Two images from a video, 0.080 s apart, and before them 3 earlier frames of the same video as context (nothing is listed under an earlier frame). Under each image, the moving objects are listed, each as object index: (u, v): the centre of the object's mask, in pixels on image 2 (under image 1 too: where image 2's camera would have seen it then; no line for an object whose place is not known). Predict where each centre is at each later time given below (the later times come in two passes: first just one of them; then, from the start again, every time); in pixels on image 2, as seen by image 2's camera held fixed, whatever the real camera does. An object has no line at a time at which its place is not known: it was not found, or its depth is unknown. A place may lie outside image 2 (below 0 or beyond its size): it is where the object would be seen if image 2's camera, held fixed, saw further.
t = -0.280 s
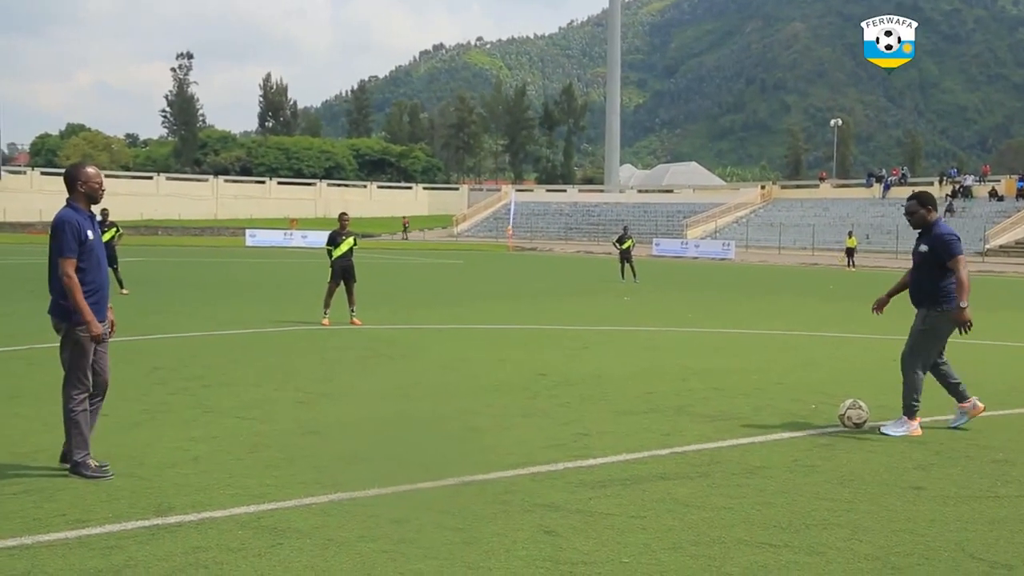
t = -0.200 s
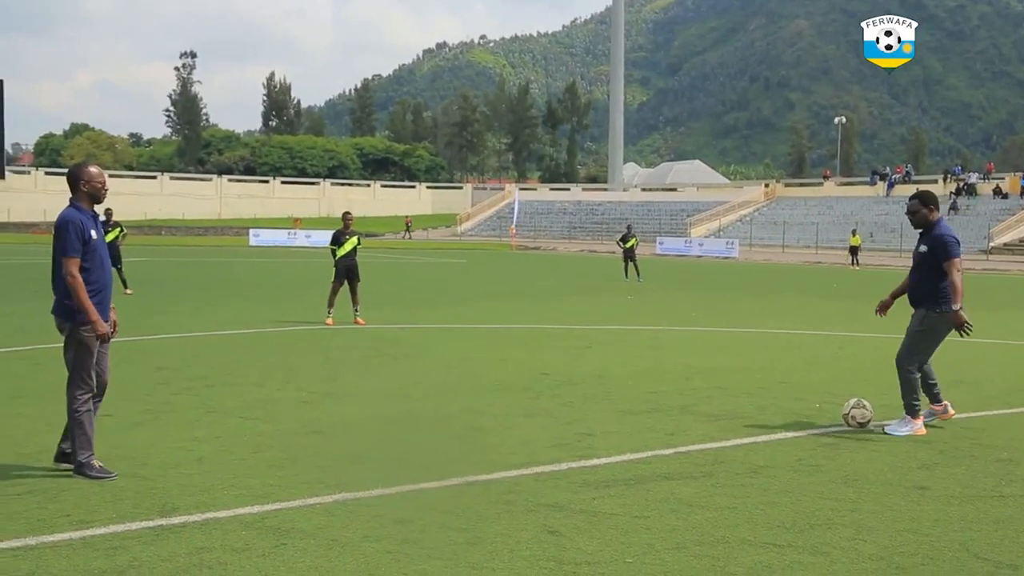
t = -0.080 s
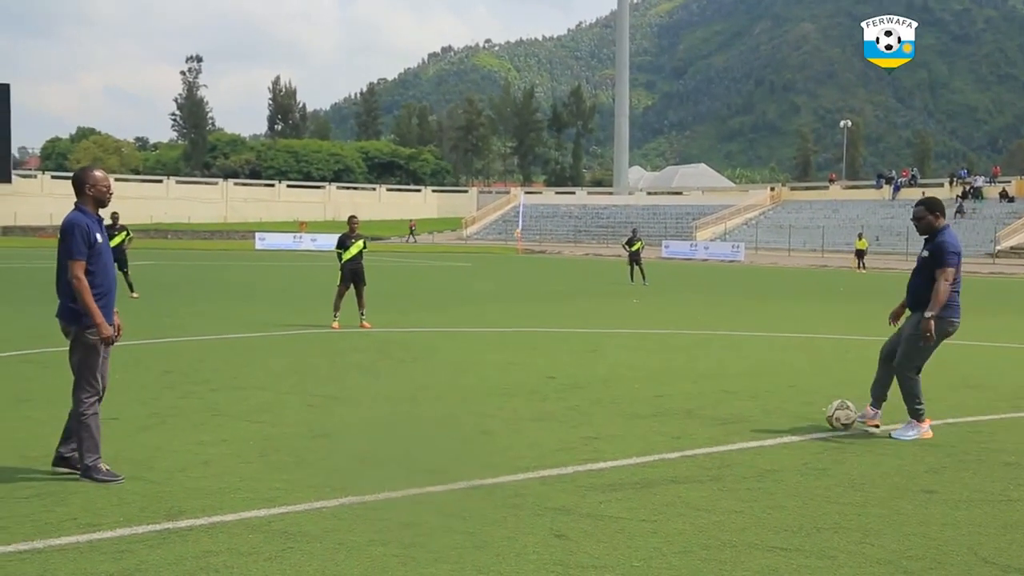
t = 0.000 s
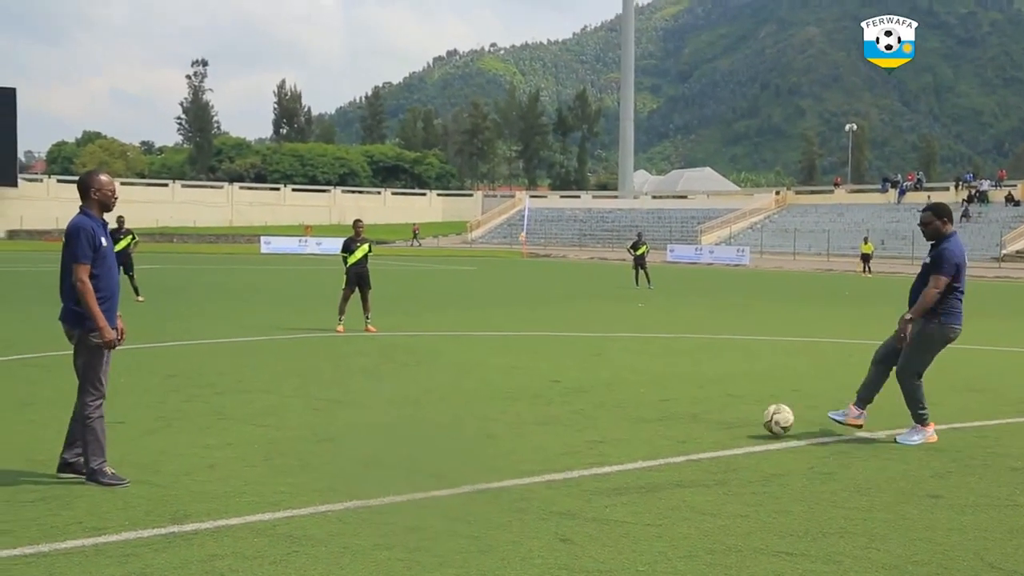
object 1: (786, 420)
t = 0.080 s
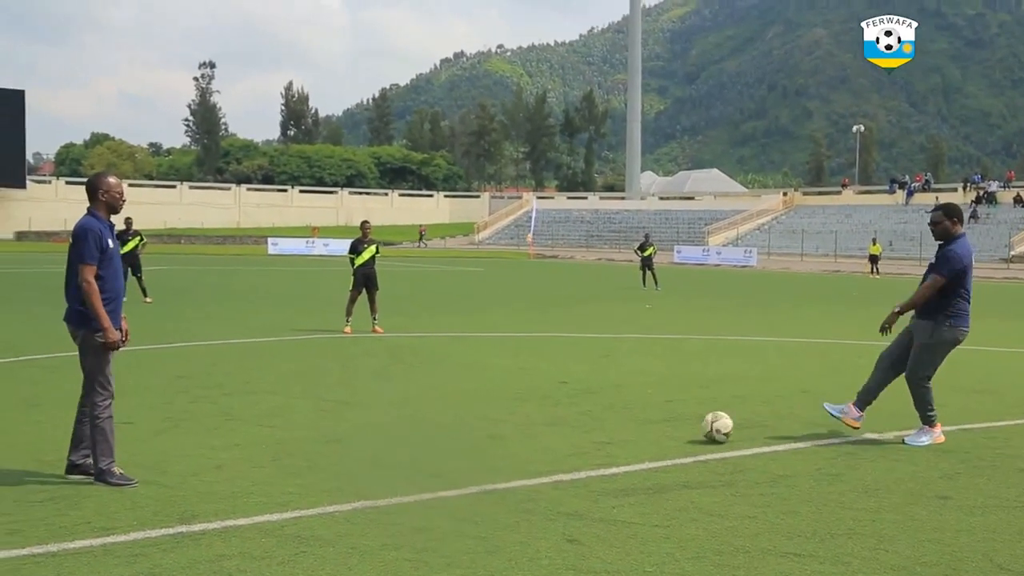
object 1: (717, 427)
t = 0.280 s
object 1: (572, 431)
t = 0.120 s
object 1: (686, 426)
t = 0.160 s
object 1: (656, 428)
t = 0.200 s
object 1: (626, 431)
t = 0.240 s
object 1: (597, 432)
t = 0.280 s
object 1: (572, 431)
